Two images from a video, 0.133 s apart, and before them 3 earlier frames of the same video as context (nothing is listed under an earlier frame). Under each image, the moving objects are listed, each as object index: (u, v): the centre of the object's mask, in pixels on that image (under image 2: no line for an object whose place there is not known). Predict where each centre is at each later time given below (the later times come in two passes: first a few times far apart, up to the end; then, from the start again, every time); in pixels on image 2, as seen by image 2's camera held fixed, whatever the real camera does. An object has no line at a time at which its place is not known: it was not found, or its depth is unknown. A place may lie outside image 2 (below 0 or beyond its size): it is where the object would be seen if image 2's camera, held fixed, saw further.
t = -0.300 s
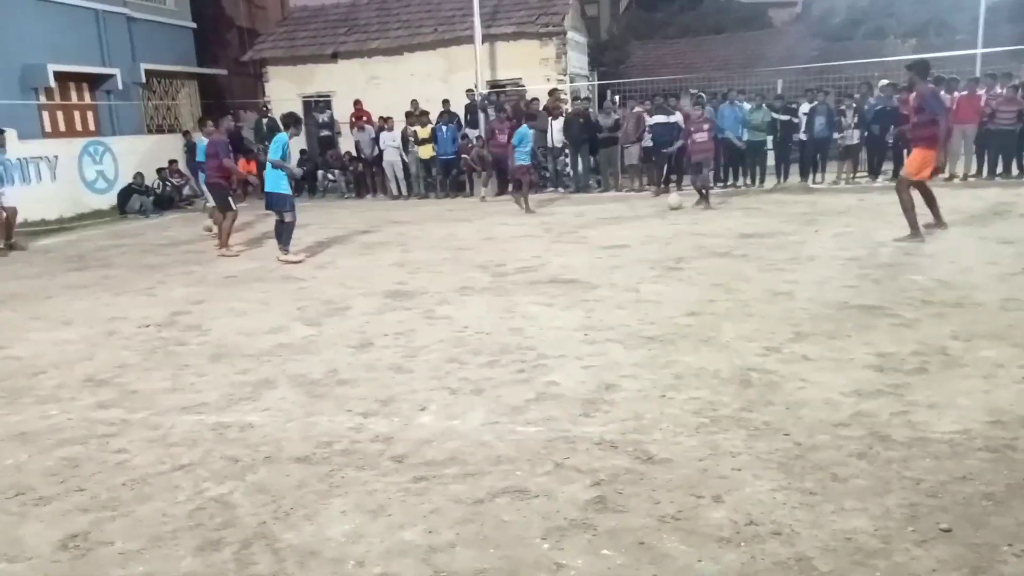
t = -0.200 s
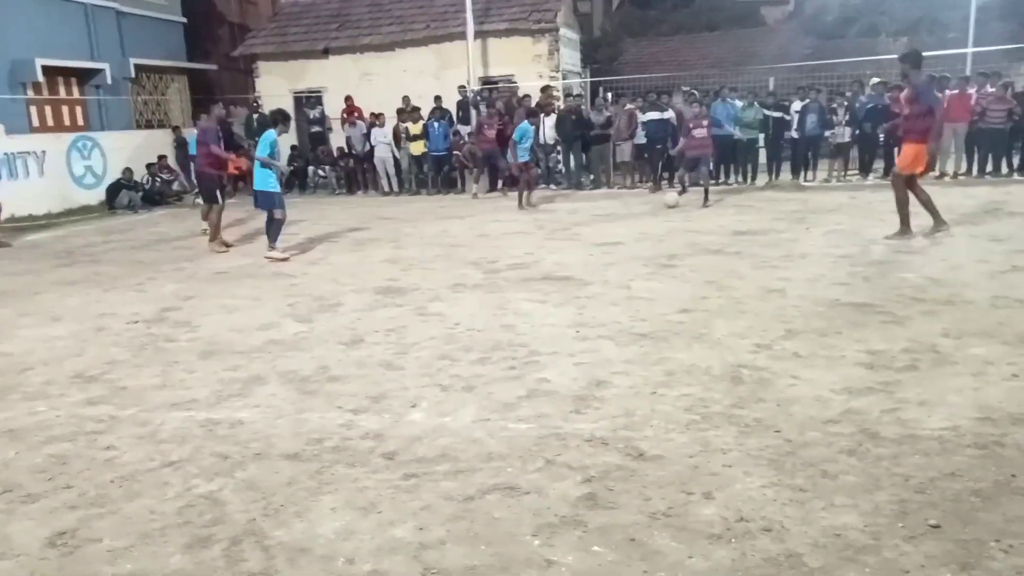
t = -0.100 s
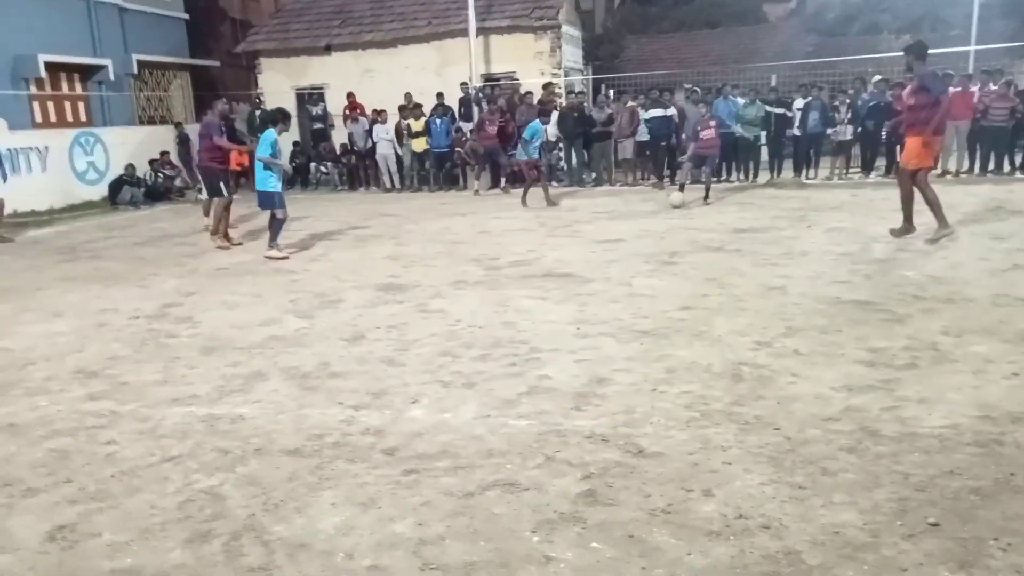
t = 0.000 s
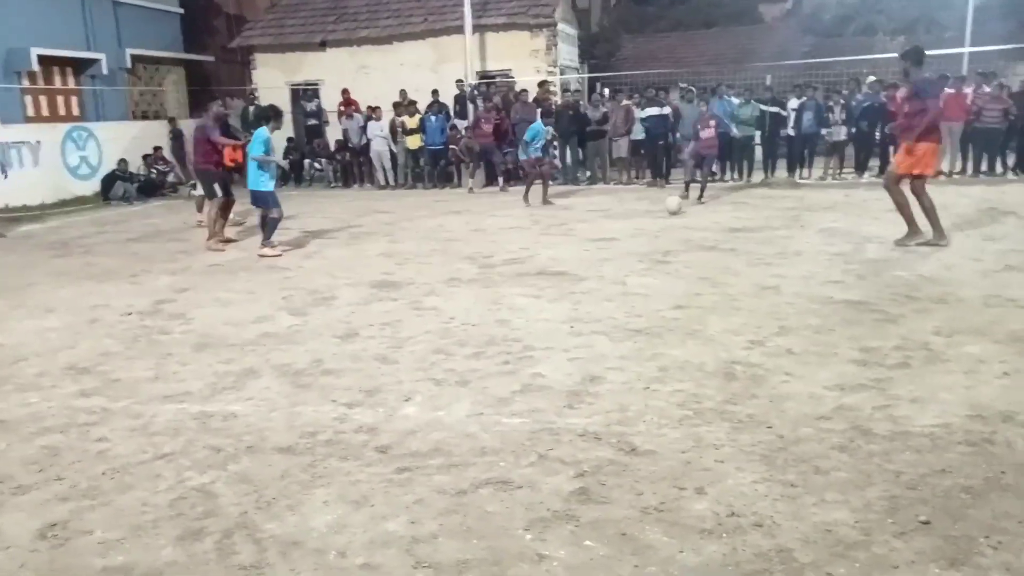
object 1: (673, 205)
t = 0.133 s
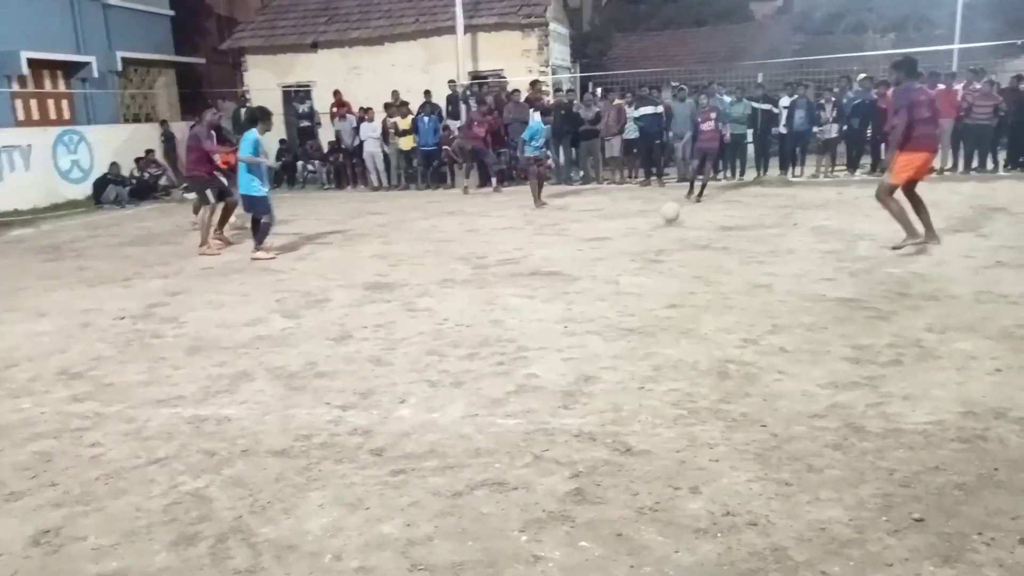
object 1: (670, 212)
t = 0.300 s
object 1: (673, 227)
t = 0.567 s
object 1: (680, 257)
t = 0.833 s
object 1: (684, 288)
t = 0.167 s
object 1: (671, 218)
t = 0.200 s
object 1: (672, 220)
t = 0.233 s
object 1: (672, 222)
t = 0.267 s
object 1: (673, 224)
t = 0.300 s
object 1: (673, 227)
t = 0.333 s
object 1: (674, 232)
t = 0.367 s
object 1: (675, 235)
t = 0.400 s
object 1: (676, 237)
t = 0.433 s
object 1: (677, 241)
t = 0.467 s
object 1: (678, 246)
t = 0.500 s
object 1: (679, 248)
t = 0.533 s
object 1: (679, 252)
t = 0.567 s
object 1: (680, 257)
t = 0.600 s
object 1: (681, 262)
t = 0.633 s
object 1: (681, 264)
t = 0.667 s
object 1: (681, 267)
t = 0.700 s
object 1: (681, 272)
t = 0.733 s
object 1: (682, 281)
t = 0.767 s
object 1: (682, 281)
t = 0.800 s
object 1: (683, 284)
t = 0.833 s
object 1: (684, 288)
